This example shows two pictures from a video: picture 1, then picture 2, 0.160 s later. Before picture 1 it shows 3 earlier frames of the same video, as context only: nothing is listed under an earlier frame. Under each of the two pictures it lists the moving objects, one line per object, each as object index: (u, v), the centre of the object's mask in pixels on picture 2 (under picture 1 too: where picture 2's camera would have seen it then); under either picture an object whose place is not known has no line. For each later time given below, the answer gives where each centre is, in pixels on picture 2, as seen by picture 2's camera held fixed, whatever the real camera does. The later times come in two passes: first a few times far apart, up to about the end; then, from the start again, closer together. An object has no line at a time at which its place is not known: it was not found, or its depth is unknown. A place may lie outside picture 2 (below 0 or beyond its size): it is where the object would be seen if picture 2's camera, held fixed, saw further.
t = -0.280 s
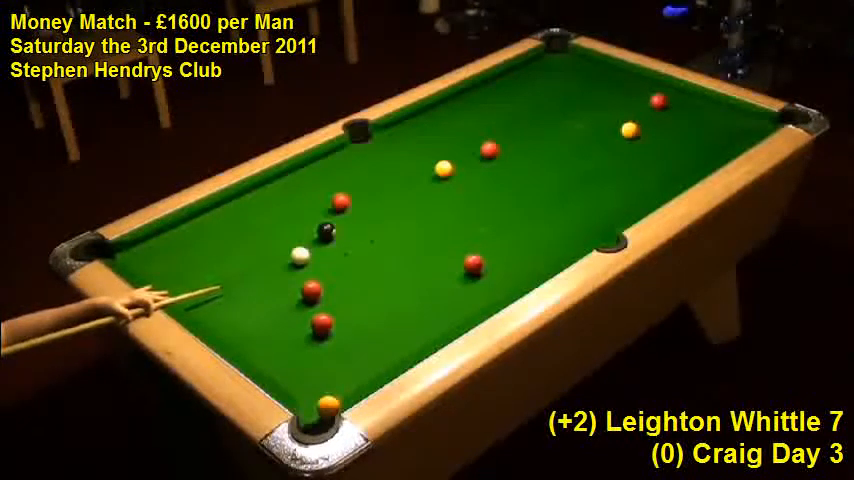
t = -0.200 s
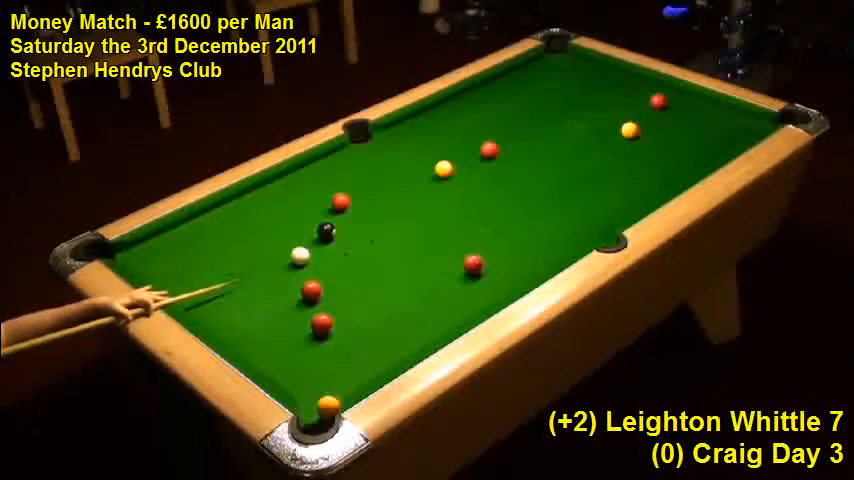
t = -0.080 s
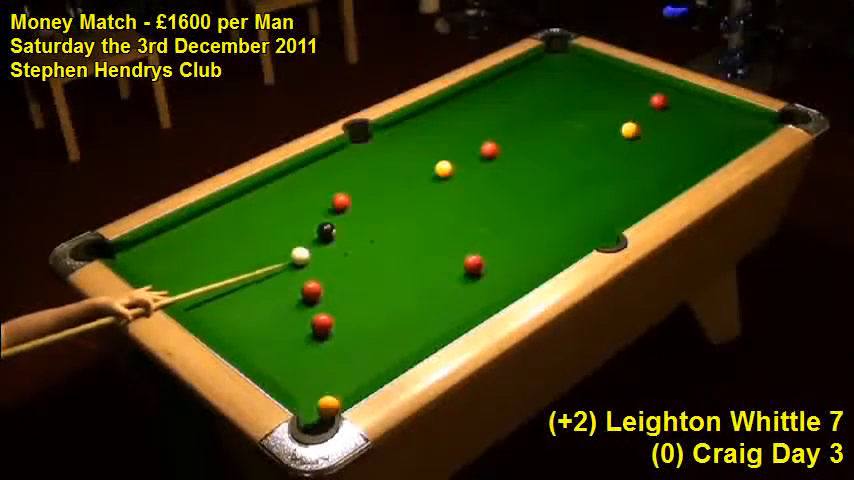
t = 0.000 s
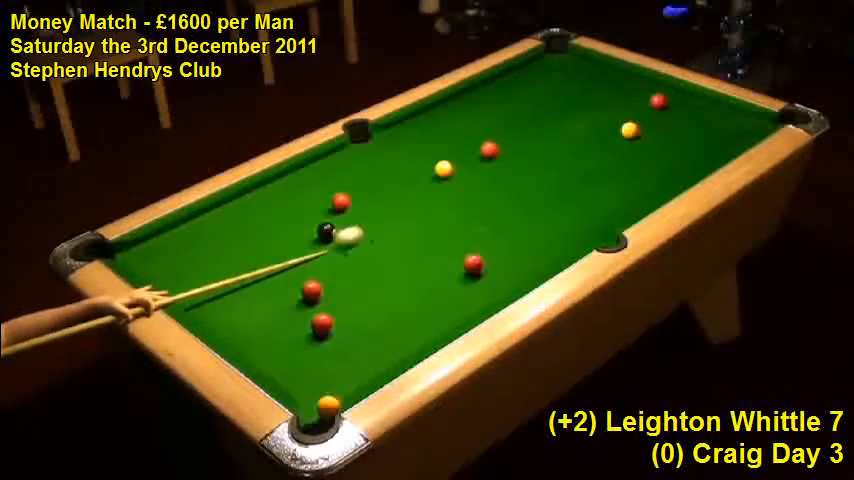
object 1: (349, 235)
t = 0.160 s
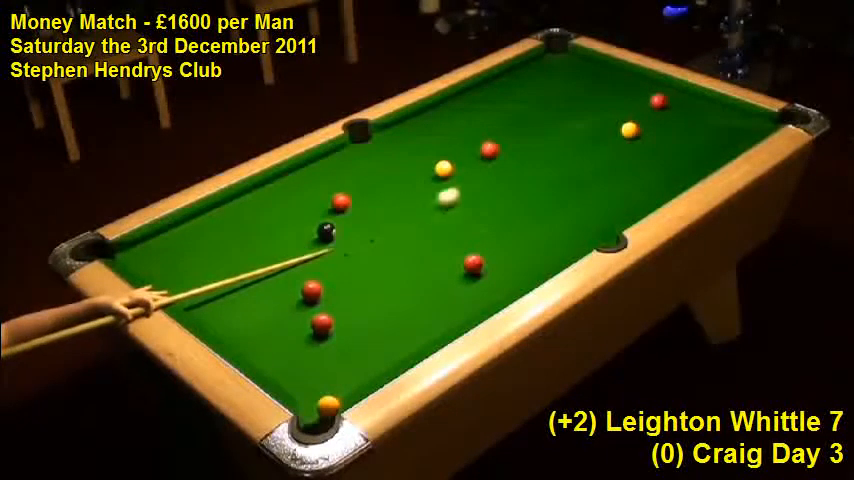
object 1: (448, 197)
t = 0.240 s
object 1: (487, 181)
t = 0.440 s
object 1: (557, 154)
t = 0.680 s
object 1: (612, 130)
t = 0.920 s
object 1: (612, 113)
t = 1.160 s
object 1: (613, 98)
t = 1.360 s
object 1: (615, 86)
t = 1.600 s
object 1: (616, 73)
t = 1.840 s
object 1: (603, 70)
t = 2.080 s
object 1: (585, 71)
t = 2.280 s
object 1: (570, 72)
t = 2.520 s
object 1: (554, 72)
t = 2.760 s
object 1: (539, 73)
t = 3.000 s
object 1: (526, 74)
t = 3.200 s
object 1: (517, 74)
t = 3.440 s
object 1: (506, 75)
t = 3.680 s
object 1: (501, 76)
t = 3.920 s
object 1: (501, 78)
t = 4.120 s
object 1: (502, 79)
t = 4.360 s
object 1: (501, 80)
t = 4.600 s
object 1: (501, 80)
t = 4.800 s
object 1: (501, 80)
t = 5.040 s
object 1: (501, 80)
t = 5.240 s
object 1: (501, 80)
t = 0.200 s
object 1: (468, 188)
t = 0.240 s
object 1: (487, 181)
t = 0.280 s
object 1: (503, 174)
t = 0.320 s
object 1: (519, 168)
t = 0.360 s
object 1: (533, 163)
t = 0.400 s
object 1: (546, 158)
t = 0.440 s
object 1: (557, 154)
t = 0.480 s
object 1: (568, 149)
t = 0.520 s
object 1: (579, 145)
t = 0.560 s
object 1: (589, 141)
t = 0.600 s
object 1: (599, 137)
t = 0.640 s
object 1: (609, 133)
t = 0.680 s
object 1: (612, 130)
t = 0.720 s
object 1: (612, 127)
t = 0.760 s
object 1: (611, 124)
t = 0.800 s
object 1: (611, 121)
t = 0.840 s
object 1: (611, 118)
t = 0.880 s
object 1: (612, 116)
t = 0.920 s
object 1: (612, 113)
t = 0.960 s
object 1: (612, 110)
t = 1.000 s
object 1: (613, 108)
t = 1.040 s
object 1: (613, 105)
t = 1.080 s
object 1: (613, 103)
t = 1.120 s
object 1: (613, 100)
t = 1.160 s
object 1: (613, 98)
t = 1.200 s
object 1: (614, 95)
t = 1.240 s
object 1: (614, 93)
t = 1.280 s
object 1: (614, 91)
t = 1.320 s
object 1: (614, 88)
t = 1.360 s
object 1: (615, 86)
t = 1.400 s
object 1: (615, 84)
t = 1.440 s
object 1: (615, 82)
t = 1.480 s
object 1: (615, 79)
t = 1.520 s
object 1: (616, 77)
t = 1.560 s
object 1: (616, 75)
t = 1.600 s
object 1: (616, 73)
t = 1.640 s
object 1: (617, 71)
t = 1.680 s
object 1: (616, 70)
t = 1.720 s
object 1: (613, 70)
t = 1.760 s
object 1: (609, 70)
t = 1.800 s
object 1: (607, 70)
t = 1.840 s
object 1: (603, 70)
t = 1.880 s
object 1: (600, 71)
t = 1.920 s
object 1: (597, 71)
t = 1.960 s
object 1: (594, 71)
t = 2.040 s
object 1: (588, 71)
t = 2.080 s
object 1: (585, 71)
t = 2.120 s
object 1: (582, 71)
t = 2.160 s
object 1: (579, 71)
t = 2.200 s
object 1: (576, 71)
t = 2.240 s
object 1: (573, 72)
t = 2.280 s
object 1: (570, 72)
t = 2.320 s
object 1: (567, 72)
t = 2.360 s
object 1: (565, 72)
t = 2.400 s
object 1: (562, 72)
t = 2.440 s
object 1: (559, 72)
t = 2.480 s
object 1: (556, 72)
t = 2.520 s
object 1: (554, 72)
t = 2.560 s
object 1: (552, 72)
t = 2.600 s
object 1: (549, 72)
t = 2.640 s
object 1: (547, 72)
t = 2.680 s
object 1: (544, 73)
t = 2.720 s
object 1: (542, 73)
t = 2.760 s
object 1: (539, 73)
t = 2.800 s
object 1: (537, 73)
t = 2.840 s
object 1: (535, 73)
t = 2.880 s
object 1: (533, 73)
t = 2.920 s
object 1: (531, 73)
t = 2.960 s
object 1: (528, 74)
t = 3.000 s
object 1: (526, 74)
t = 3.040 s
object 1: (524, 74)
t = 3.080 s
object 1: (523, 74)
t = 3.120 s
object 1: (521, 74)
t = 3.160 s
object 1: (519, 74)
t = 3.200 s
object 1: (517, 74)
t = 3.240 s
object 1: (515, 74)
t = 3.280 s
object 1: (513, 74)
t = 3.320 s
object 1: (511, 74)
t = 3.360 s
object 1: (509, 75)
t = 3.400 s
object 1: (508, 75)
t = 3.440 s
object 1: (506, 75)
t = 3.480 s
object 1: (504, 75)
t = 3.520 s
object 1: (503, 75)
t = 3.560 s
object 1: (502, 75)
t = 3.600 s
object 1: (501, 76)
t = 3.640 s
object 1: (501, 76)
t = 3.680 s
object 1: (501, 76)
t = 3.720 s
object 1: (501, 77)
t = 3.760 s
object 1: (501, 77)
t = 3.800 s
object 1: (501, 77)
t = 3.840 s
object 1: (501, 78)
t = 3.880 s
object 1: (501, 78)
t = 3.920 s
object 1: (501, 78)
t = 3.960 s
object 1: (501, 78)
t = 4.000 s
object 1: (501, 78)
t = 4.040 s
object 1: (502, 79)
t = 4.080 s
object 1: (502, 79)
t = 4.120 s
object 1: (502, 79)
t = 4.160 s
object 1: (501, 80)
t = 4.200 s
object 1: (501, 80)
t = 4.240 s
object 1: (501, 80)
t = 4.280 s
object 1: (501, 80)
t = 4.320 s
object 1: (501, 80)
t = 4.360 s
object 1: (501, 80)
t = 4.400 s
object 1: (501, 80)
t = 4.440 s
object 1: (501, 80)
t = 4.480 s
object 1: (501, 80)
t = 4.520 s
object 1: (501, 80)
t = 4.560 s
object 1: (501, 80)
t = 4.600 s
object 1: (501, 80)
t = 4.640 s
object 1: (501, 80)
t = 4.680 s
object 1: (501, 80)
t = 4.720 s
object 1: (501, 80)
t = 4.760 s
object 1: (501, 80)
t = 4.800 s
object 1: (501, 80)
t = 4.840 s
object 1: (501, 80)
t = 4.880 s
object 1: (501, 80)
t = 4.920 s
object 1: (501, 80)
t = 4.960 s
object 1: (502, 80)
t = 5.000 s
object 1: (501, 80)
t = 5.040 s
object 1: (501, 80)
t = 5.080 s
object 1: (501, 80)
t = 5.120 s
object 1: (501, 80)
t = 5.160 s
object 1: (502, 80)
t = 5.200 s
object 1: (501, 80)
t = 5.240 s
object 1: (501, 80)
